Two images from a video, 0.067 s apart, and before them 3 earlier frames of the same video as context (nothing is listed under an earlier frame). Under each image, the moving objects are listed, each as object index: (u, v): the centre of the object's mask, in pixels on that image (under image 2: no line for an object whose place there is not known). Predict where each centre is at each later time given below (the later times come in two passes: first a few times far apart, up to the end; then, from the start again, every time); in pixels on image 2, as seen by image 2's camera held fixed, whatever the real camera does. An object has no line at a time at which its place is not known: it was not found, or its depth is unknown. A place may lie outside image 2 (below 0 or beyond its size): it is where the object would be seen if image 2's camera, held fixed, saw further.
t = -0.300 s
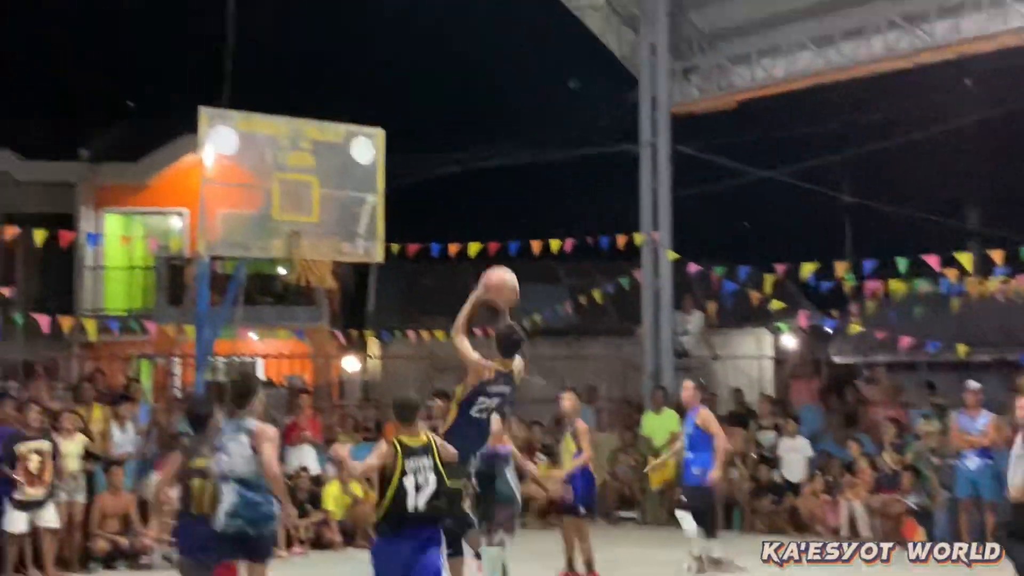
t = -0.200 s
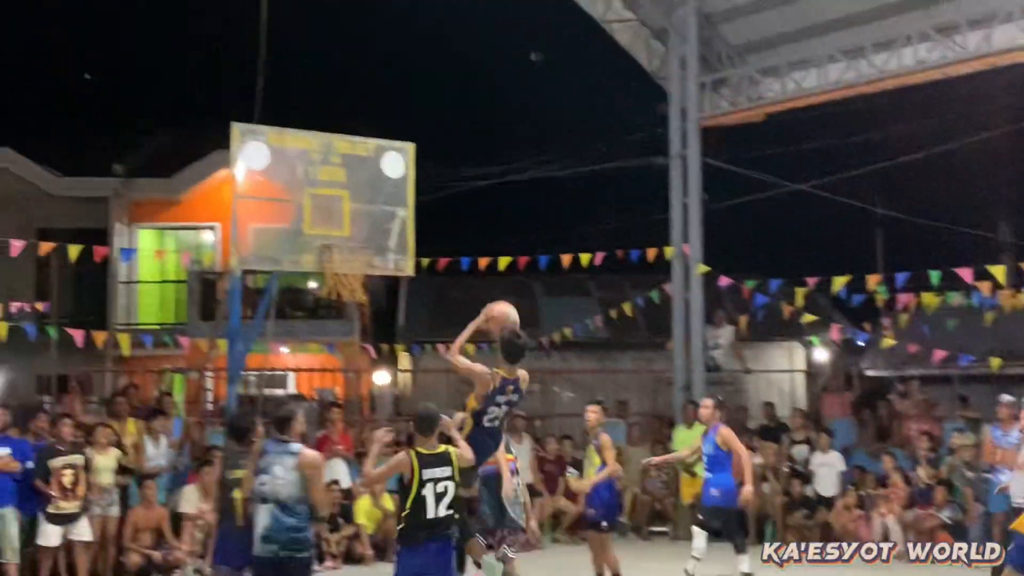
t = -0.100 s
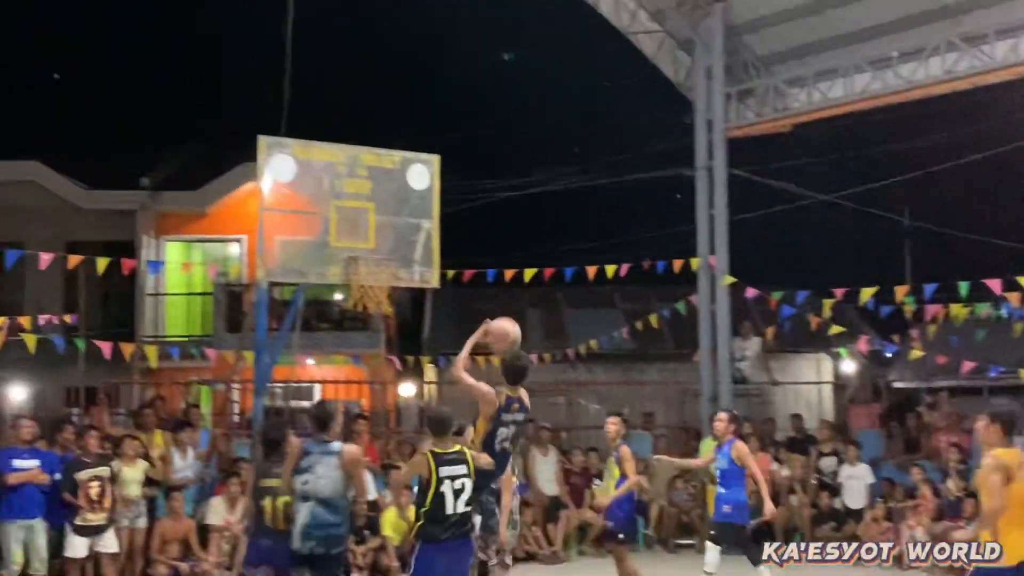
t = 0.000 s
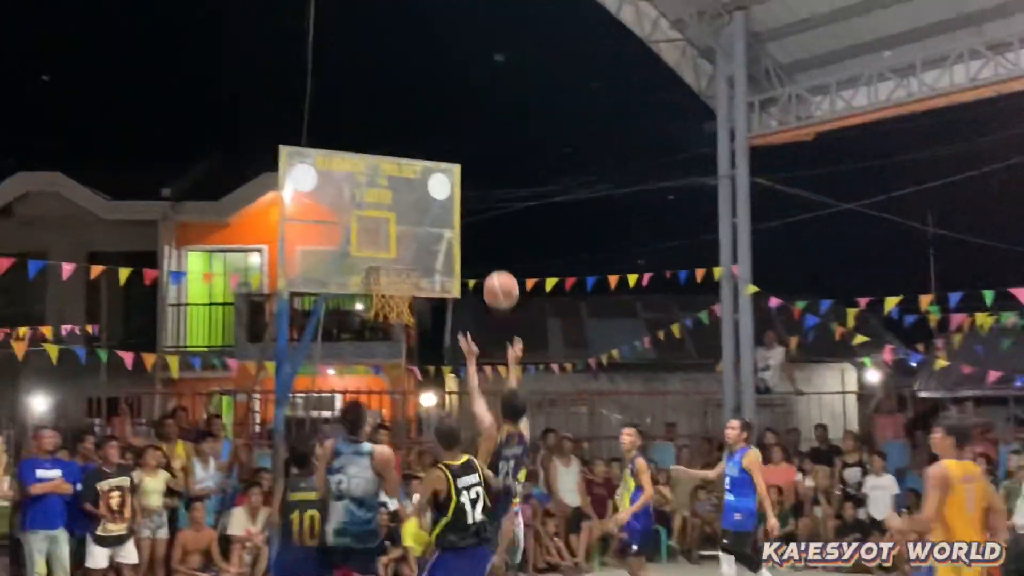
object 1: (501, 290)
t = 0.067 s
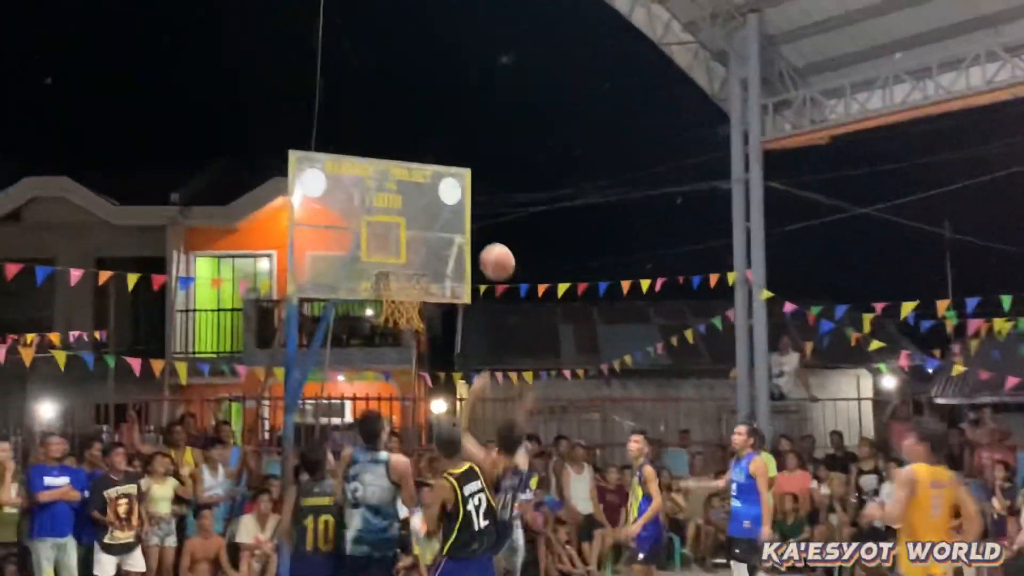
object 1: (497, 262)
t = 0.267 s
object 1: (456, 204)
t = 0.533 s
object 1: (411, 213)
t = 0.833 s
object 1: (393, 233)
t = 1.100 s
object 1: (418, 227)
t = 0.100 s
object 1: (489, 248)
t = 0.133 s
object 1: (482, 236)
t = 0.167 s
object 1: (475, 225)
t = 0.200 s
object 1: (469, 217)
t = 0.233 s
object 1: (462, 211)
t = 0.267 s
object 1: (456, 204)
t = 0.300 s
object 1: (450, 202)
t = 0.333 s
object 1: (443, 200)
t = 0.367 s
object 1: (437, 198)
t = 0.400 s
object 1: (431, 198)
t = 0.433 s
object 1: (426, 200)
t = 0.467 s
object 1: (421, 203)
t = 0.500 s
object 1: (416, 207)
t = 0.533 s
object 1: (411, 213)
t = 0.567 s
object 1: (406, 219)
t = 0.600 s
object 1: (401, 227)
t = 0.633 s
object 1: (396, 234)
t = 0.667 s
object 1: (391, 245)
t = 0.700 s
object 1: (387, 255)
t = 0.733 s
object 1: (385, 254)
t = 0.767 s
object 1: (387, 245)
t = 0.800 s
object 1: (390, 238)
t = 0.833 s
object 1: (393, 233)
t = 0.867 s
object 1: (398, 227)
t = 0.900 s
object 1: (399, 224)
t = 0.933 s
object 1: (402, 221)
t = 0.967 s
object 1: (405, 220)
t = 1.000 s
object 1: (408, 220)
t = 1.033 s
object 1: (410, 220)
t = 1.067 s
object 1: (414, 224)
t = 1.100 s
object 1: (418, 227)
